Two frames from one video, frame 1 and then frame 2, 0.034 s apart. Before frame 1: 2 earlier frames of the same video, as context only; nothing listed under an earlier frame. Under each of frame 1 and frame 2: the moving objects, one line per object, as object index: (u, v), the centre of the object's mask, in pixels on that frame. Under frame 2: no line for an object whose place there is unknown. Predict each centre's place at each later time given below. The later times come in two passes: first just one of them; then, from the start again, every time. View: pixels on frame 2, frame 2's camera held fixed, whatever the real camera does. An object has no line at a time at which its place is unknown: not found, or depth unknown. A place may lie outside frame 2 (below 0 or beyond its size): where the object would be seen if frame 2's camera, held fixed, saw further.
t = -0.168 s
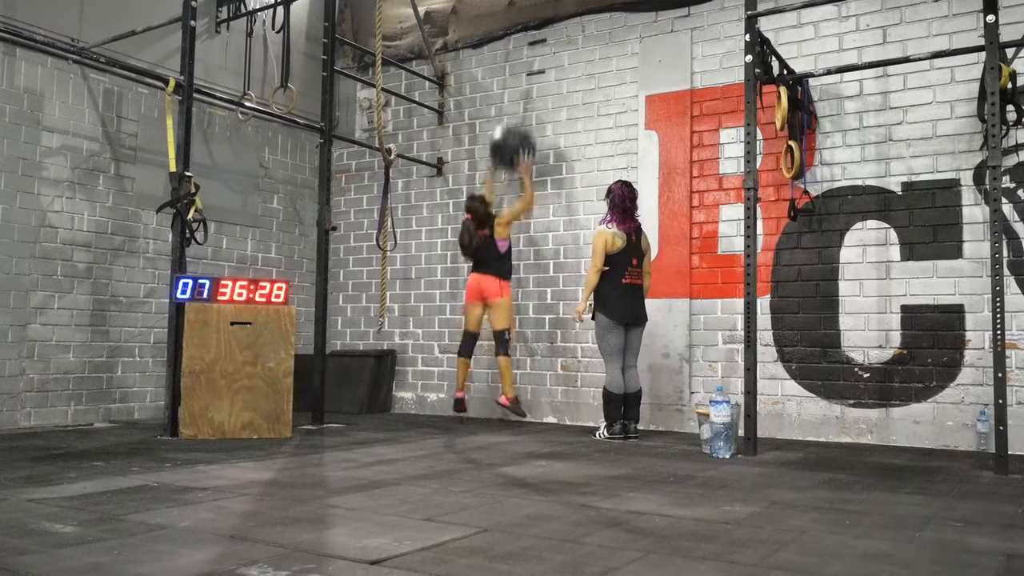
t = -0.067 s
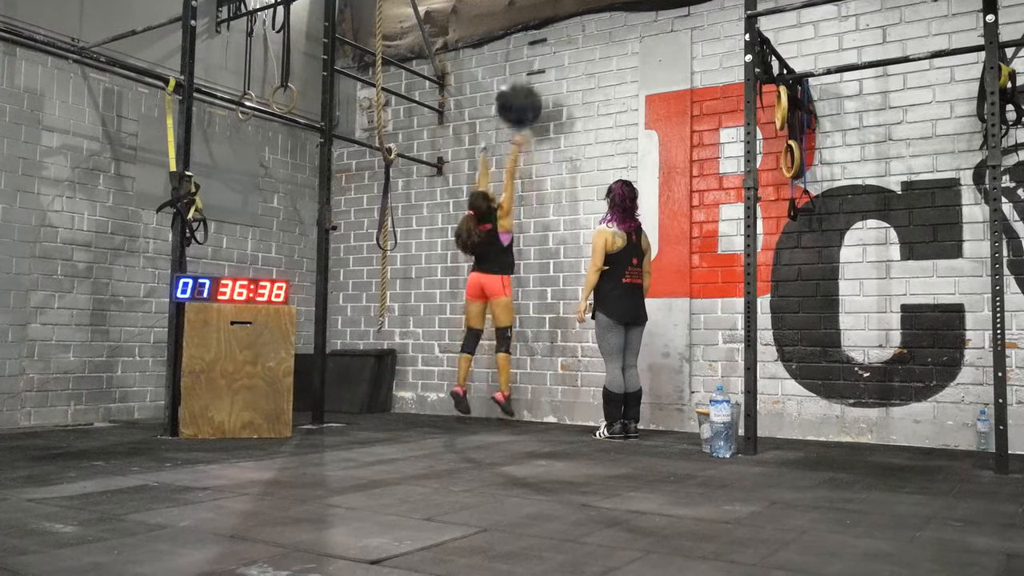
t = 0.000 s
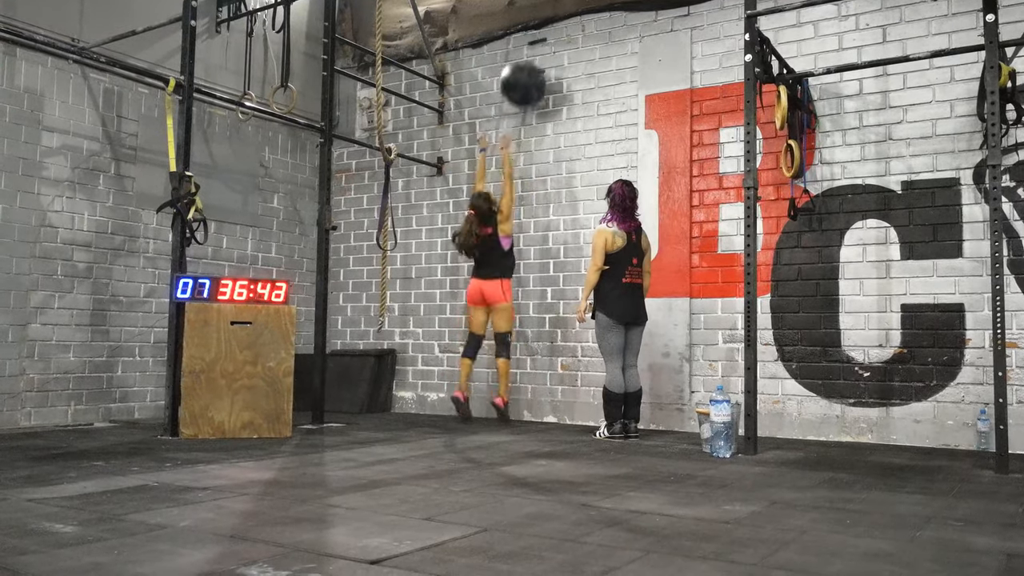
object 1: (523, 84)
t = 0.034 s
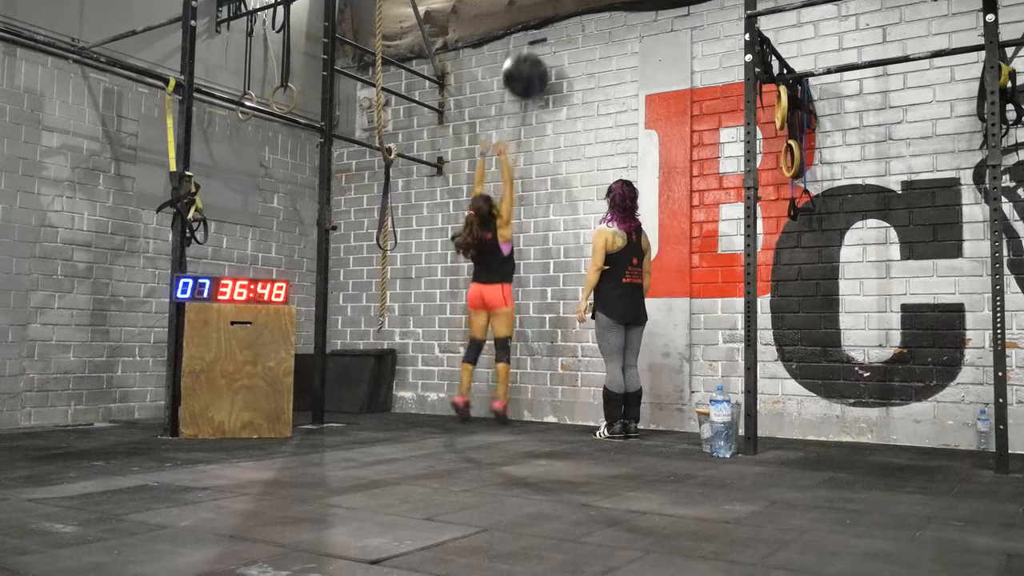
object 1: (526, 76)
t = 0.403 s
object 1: (530, 72)
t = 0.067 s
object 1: (527, 69)
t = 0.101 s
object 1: (529, 64)
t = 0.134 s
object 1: (531, 59)
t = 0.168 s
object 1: (533, 58)
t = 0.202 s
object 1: (533, 57)
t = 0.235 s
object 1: (533, 56)
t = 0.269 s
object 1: (532, 57)
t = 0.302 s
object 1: (532, 58)
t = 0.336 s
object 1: (532, 60)
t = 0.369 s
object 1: (531, 65)
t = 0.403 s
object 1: (530, 72)
